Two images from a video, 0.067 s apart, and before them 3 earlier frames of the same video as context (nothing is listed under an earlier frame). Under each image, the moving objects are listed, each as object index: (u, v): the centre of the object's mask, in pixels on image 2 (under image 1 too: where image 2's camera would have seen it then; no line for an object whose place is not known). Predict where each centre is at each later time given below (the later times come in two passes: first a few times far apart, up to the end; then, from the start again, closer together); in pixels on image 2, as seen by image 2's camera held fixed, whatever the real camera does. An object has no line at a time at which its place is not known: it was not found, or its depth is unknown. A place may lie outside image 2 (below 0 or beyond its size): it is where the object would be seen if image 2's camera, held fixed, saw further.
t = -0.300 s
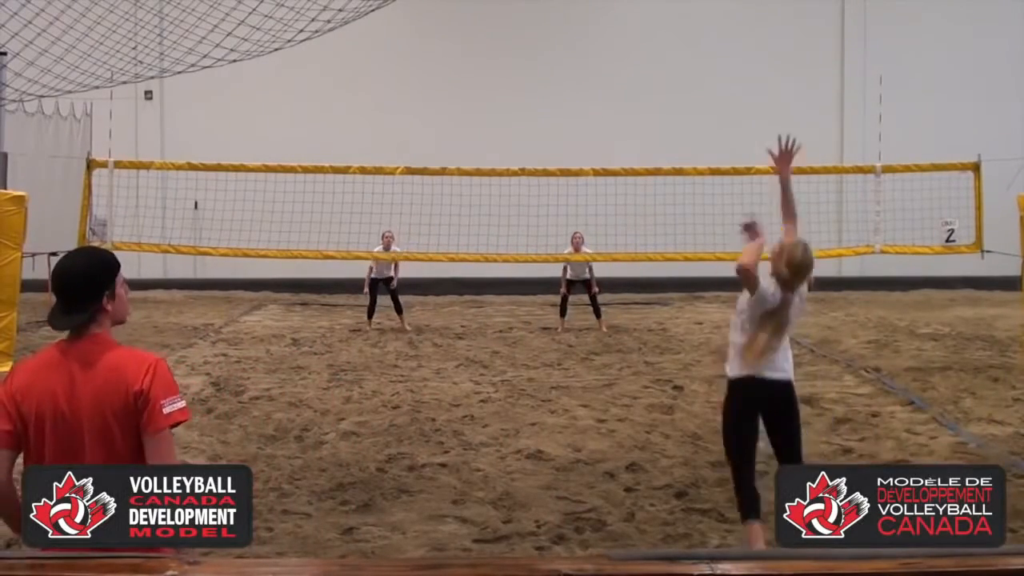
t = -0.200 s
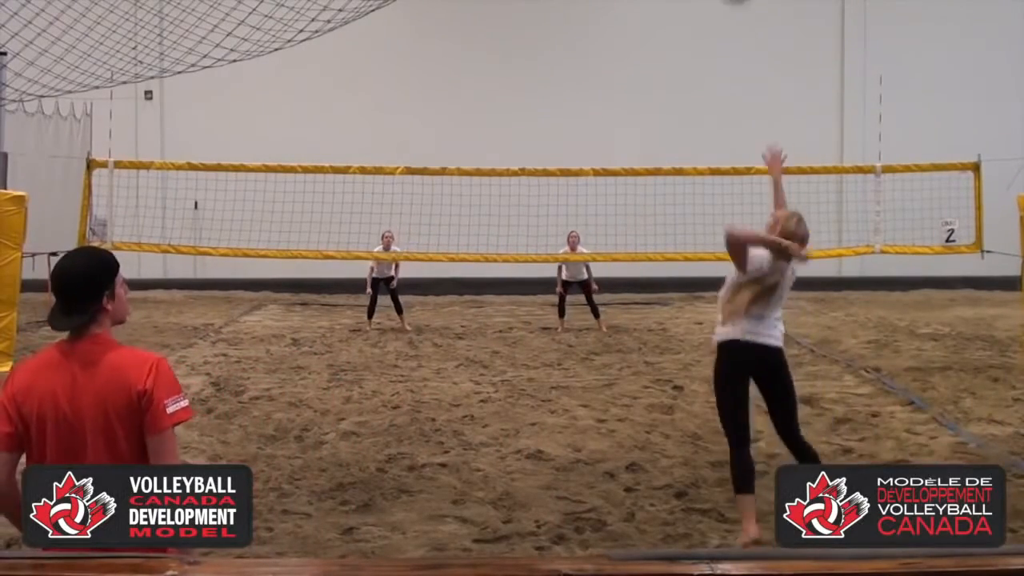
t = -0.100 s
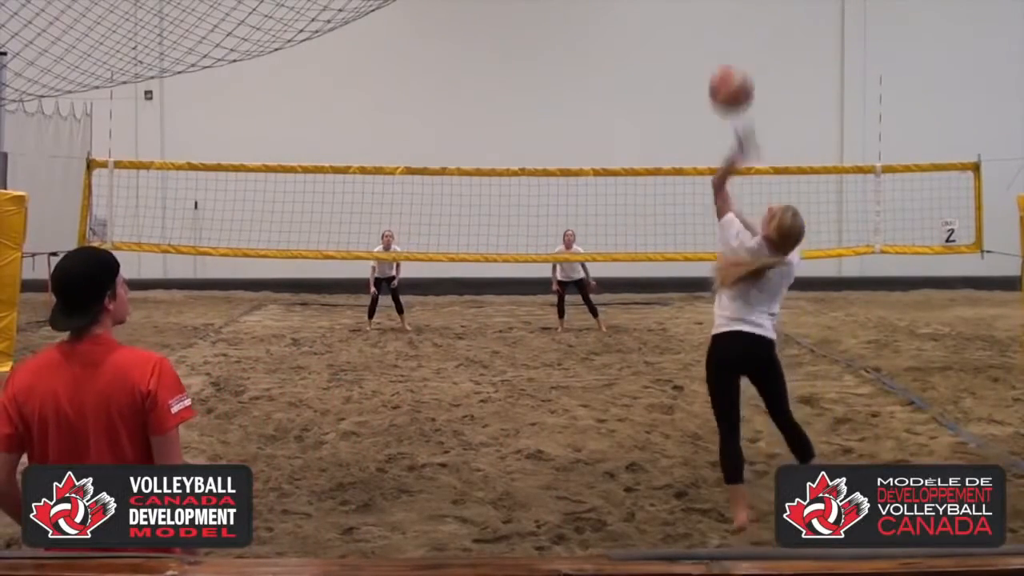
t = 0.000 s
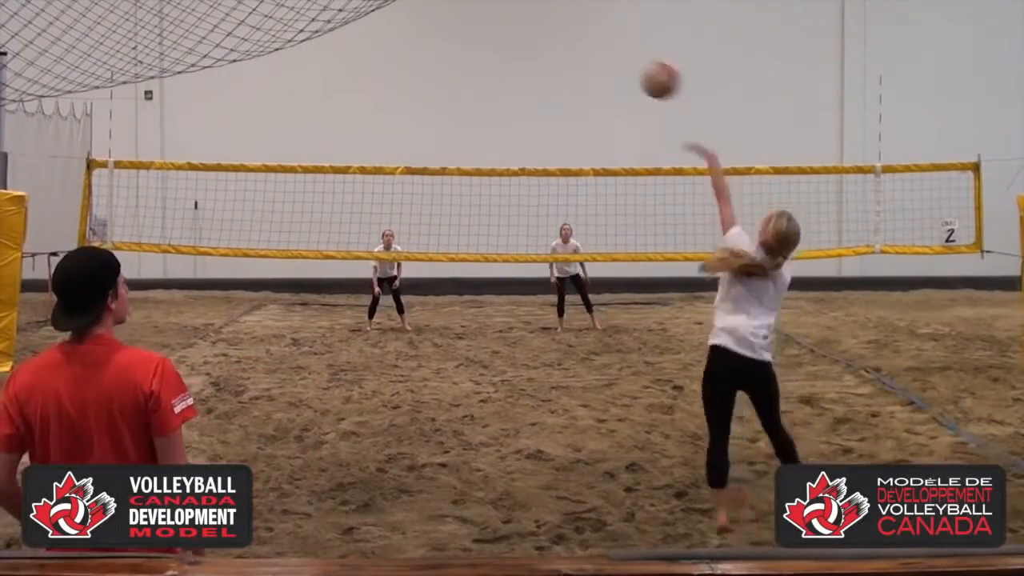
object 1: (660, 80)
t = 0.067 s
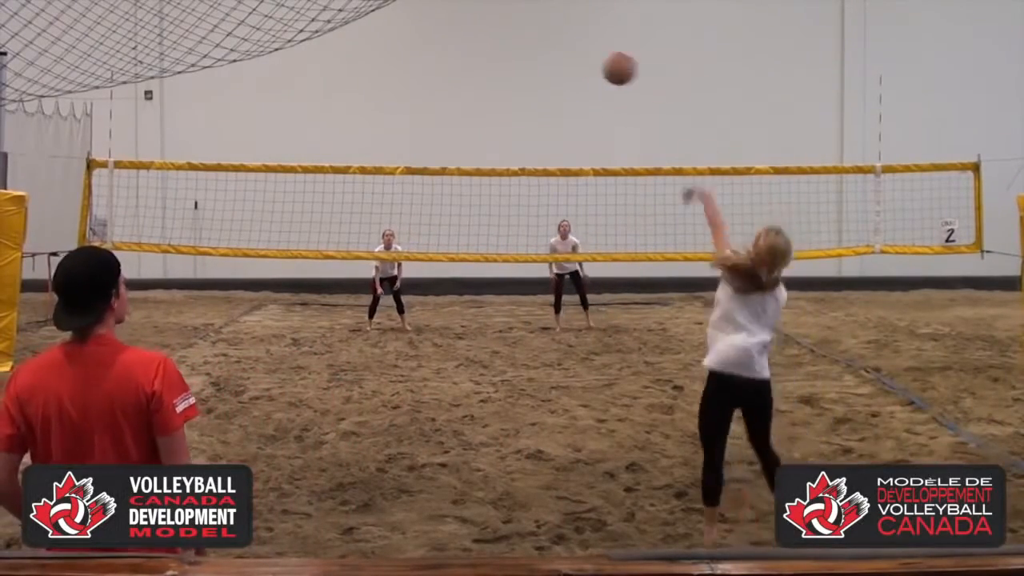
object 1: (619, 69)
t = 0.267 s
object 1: (544, 84)
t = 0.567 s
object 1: (489, 162)
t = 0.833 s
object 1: (467, 265)
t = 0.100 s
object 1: (602, 67)
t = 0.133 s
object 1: (587, 67)
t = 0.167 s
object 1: (575, 70)
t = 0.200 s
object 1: (564, 73)
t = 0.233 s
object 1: (554, 78)
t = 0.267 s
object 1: (544, 84)
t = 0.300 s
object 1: (535, 90)
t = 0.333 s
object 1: (527, 98)
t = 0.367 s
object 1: (520, 106)
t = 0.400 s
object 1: (515, 114)
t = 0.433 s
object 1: (508, 124)
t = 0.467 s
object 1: (503, 135)
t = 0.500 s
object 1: (498, 144)
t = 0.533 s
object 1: (494, 154)
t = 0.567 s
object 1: (489, 162)
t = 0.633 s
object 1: (483, 188)
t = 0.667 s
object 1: (479, 200)
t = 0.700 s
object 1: (477, 212)
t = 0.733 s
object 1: (474, 225)
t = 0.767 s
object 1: (471, 237)
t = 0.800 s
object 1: (469, 249)
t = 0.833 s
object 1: (467, 265)
